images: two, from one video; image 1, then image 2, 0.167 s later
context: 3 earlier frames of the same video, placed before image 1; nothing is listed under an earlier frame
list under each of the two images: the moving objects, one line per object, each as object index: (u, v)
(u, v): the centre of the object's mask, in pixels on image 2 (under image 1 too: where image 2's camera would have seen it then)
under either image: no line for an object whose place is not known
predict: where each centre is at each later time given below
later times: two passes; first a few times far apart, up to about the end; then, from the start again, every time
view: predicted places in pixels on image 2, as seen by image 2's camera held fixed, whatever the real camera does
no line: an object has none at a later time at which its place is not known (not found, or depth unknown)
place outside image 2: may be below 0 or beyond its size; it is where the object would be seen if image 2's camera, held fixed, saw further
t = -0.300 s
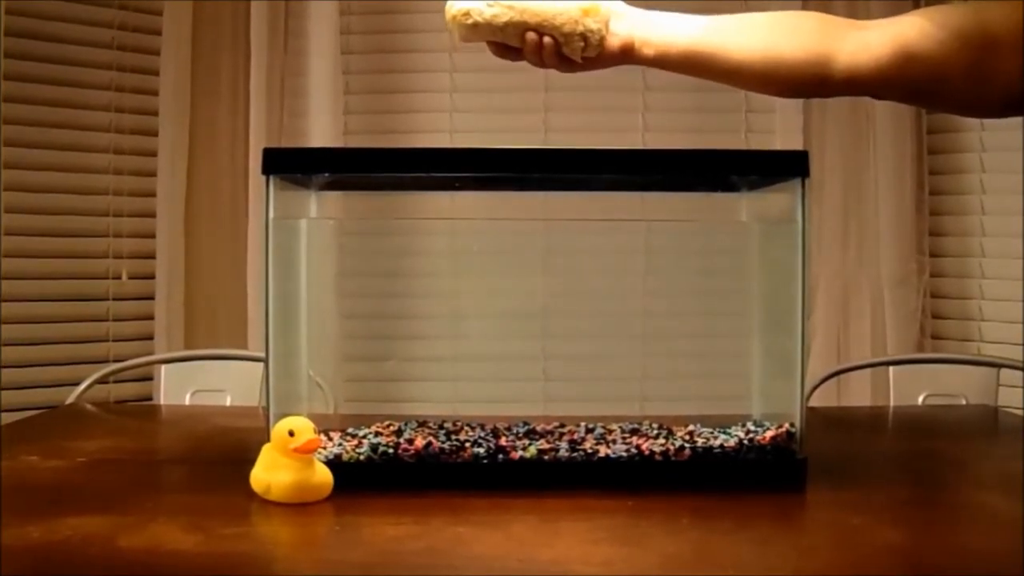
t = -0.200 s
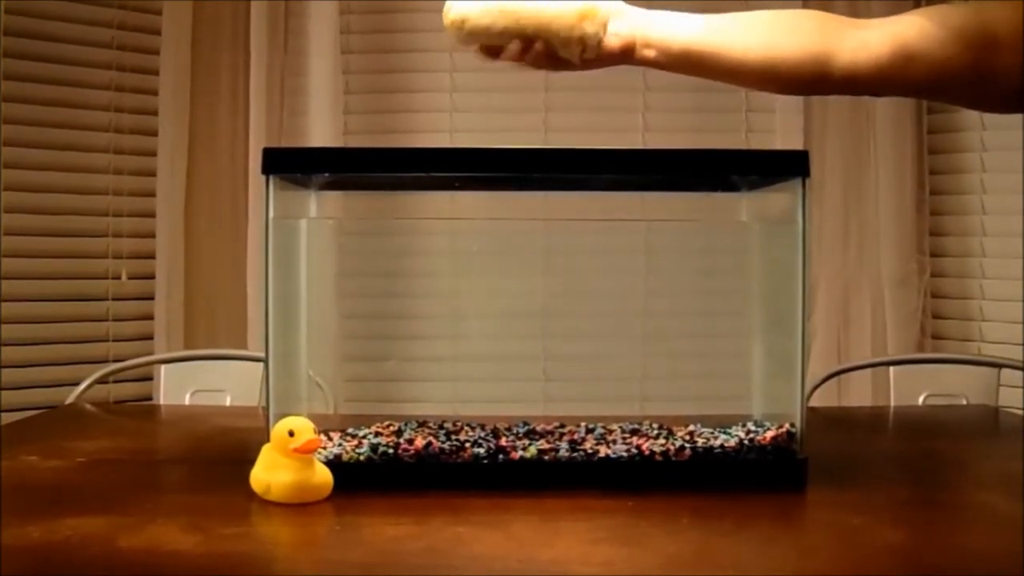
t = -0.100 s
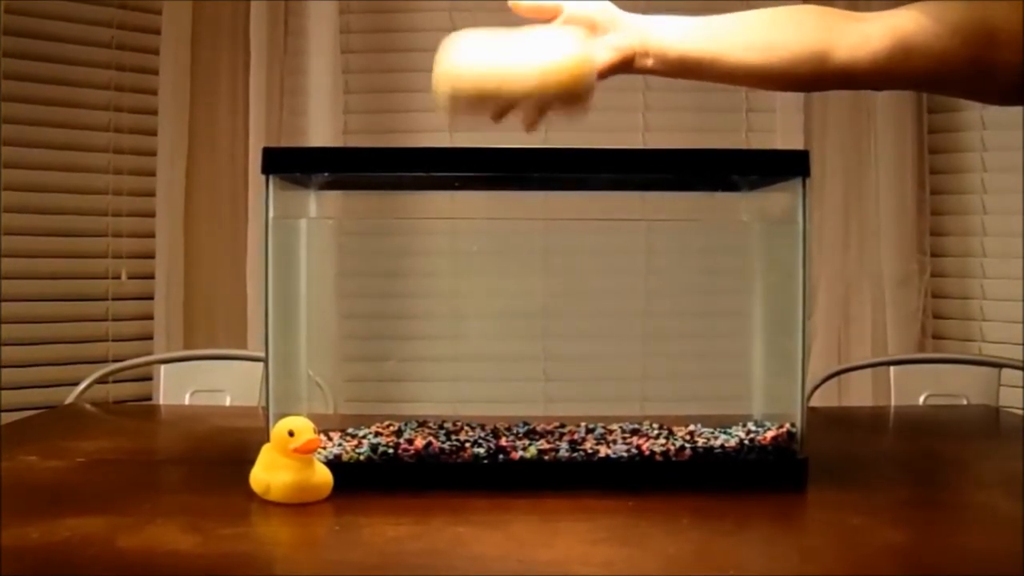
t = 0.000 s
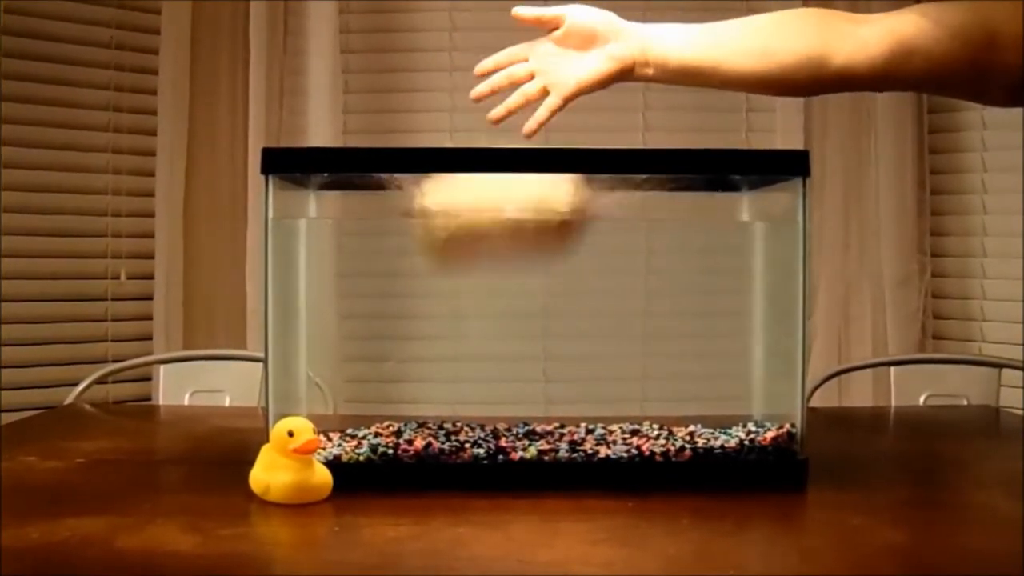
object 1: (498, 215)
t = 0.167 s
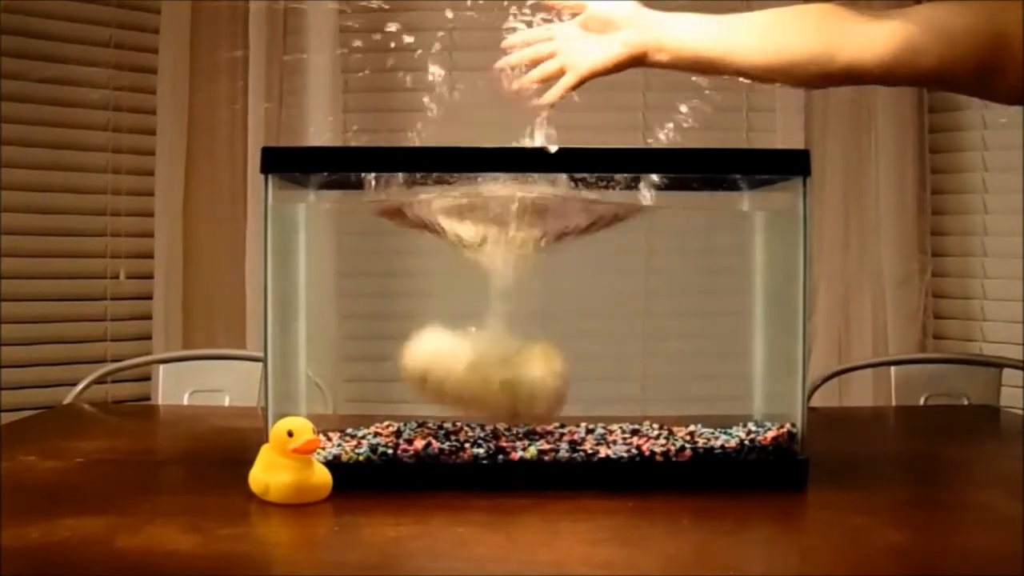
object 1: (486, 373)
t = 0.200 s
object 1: (485, 387)
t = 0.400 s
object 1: (476, 397)
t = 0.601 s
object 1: (461, 384)
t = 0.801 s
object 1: (448, 365)
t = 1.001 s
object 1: (443, 340)
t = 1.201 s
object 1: (434, 311)
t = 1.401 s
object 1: (429, 281)
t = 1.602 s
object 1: (438, 257)
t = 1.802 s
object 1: (430, 248)
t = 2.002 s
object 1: (431, 265)
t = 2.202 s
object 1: (435, 269)
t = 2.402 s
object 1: (429, 278)
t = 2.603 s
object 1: (432, 271)
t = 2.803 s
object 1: (437, 264)
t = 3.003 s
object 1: (418, 259)
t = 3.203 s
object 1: (432, 252)
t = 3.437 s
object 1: (415, 252)
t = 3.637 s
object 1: (409, 255)
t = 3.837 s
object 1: (416, 256)
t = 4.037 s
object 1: (406, 258)
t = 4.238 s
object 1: (402, 252)
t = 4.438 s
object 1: (405, 254)
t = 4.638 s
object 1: (391, 253)
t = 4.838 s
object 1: (380, 252)
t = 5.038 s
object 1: (389, 256)
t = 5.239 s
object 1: (381, 252)
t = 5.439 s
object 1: (383, 249)
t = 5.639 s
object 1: (390, 251)
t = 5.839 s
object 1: (376, 253)
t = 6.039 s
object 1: (394, 249)
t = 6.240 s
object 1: (408, 253)
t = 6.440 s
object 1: (411, 255)
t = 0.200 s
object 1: (485, 387)
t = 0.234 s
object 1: (482, 400)
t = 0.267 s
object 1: (483, 403)
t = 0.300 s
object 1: (482, 403)
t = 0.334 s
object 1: (481, 401)
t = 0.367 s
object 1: (479, 399)
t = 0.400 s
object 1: (476, 397)
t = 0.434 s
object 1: (474, 396)
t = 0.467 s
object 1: (471, 394)
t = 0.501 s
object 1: (468, 392)
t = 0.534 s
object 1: (465, 390)
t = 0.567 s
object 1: (464, 386)
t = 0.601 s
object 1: (461, 384)
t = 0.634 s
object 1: (458, 381)
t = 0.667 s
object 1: (457, 377)
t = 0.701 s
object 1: (454, 375)
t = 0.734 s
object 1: (452, 372)
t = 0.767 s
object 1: (450, 368)
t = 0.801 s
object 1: (448, 365)
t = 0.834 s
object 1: (447, 361)
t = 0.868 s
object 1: (446, 357)
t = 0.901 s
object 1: (445, 353)
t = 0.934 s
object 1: (445, 348)
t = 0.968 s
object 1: (443, 344)
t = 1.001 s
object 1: (443, 340)
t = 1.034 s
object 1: (442, 335)
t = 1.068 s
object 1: (440, 331)
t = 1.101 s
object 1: (439, 326)
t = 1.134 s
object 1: (437, 322)
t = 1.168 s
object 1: (435, 317)
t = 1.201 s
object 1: (434, 311)
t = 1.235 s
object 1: (432, 306)
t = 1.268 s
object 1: (431, 300)
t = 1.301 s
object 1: (430, 295)
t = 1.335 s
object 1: (429, 290)
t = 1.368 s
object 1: (429, 285)
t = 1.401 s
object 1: (429, 281)
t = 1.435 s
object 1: (430, 277)
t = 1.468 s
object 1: (434, 269)
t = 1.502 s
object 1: (433, 267)
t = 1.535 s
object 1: (430, 267)
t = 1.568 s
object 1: (432, 263)
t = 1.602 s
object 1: (438, 257)
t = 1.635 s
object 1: (439, 251)
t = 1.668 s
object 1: (438, 247)
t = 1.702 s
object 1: (436, 245)
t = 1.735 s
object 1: (435, 245)
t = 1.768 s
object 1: (434, 246)
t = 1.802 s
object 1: (430, 248)
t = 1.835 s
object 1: (430, 250)
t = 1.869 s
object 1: (430, 253)
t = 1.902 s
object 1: (430, 255)
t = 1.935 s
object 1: (428, 257)
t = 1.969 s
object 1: (430, 262)
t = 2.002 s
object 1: (431, 265)
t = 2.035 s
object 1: (432, 266)
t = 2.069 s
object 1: (434, 266)
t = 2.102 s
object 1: (434, 267)
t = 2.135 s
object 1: (434, 267)
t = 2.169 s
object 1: (435, 268)
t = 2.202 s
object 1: (435, 269)
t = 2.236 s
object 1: (434, 270)
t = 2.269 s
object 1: (434, 272)
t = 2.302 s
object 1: (433, 274)
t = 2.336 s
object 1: (431, 276)
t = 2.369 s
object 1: (430, 277)
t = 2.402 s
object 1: (429, 278)
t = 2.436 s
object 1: (429, 279)
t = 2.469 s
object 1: (429, 279)
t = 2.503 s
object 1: (429, 278)
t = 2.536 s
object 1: (429, 276)
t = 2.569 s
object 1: (430, 274)
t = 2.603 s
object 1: (432, 271)
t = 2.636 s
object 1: (433, 268)
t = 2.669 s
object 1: (435, 266)
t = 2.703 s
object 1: (437, 265)
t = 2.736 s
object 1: (437, 264)
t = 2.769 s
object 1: (437, 263)
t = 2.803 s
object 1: (437, 264)
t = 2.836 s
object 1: (435, 267)
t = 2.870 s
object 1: (432, 265)
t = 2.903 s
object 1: (426, 260)
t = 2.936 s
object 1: (422, 259)
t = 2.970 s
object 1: (419, 259)
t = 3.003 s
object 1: (418, 259)
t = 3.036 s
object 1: (417, 258)
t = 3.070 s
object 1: (417, 256)
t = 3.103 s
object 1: (416, 256)
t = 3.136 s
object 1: (424, 251)
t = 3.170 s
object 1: (428, 252)
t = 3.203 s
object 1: (432, 252)
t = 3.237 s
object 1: (432, 252)
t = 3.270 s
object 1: (430, 250)
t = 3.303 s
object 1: (427, 250)
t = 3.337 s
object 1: (425, 250)
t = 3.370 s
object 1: (422, 251)
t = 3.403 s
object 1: (418, 252)
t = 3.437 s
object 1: (415, 252)
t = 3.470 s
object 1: (410, 254)
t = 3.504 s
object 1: (404, 256)
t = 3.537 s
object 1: (404, 257)
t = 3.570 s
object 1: (409, 253)
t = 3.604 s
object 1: (410, 254)
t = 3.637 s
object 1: (409, 255)
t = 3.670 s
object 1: (410, 256)
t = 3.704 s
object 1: (412, 255)
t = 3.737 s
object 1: (413, 256)
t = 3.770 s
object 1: (415, 256)
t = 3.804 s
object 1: (415, 256)
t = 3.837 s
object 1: (416, 256)
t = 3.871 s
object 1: (416, 257)
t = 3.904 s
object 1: (415, 258)
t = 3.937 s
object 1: (414, 259)
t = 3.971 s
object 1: (411, 259)
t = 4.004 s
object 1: (409, 260)
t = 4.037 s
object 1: (406, 258)
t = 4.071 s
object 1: (404, 256)
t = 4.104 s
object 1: (403, 255)
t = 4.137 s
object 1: (402, 254)
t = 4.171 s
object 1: (402, 255)
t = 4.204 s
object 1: (401, 252)
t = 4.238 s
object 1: (402, 252)
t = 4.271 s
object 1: (406, 255)
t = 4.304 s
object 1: (406, 255)
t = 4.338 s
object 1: (406, 255)
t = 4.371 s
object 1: (406, 255)
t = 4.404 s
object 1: (405, 255)
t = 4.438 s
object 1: (405, 254)
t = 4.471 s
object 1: (404, 256)
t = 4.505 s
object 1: (402, 256)
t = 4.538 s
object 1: (400, 255)
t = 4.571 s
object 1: (397, 254)
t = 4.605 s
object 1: (394, 254)
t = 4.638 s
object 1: (391, 253)
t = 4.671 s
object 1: (386, 251)
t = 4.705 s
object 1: (383, 252)
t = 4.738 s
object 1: (380, 252)
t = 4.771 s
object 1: (378, 253)
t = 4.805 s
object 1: (378, 254)
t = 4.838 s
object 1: (380, 252)
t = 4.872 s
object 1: (382, 253)
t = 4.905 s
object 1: (383, 256)
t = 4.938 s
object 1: (385, 257)
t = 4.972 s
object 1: (387, 257)
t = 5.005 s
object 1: (389, 257)
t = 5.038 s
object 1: (389, 256)
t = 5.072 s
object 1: (389, 255)
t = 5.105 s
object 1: (388, 255)
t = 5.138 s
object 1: (387, 254)
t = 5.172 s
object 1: (384, 253)
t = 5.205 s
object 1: (382, 253)
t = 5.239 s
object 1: (381, 252)
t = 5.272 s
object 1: (379, 254)
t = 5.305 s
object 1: (379, 254)
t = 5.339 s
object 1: (379, 250)
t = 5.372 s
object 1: (380, 249)
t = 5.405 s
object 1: (383, 253)
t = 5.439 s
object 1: (383, 249)
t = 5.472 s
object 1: (385, 250)
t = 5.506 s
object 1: (390, 254)
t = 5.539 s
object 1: (394, 251)
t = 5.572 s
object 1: (395, 251)
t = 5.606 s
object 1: (392, 251)
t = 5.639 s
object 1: (390, 251)
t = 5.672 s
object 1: (385, 252)
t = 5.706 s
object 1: (382, 252)
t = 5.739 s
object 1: (379, 253)
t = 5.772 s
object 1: (376, 253)
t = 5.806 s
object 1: (375, 254)
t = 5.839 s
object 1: (376, 253)
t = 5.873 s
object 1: (378, 252)
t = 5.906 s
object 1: (380, 250)
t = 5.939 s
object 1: (381, 250)
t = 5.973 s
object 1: (383, 250)
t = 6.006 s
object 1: (387, 250)
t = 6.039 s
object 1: (394, 249)
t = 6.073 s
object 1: (397, 251)
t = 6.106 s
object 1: (399, 252)
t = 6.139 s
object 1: (401, 254)
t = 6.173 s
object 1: (403, 255)
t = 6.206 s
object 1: (406, 254)
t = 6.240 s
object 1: (408, 253)
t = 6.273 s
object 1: (409, 252)
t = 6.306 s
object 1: (408, 251)
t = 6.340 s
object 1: (409, 251)
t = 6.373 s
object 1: (409, 251)
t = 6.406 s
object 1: (409, 253)
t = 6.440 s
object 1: (411, 255)
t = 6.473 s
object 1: (413, 255)
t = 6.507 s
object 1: (413, 250)
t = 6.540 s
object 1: (414, 250)
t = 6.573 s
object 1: (416, 250)
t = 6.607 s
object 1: (419, 251)
